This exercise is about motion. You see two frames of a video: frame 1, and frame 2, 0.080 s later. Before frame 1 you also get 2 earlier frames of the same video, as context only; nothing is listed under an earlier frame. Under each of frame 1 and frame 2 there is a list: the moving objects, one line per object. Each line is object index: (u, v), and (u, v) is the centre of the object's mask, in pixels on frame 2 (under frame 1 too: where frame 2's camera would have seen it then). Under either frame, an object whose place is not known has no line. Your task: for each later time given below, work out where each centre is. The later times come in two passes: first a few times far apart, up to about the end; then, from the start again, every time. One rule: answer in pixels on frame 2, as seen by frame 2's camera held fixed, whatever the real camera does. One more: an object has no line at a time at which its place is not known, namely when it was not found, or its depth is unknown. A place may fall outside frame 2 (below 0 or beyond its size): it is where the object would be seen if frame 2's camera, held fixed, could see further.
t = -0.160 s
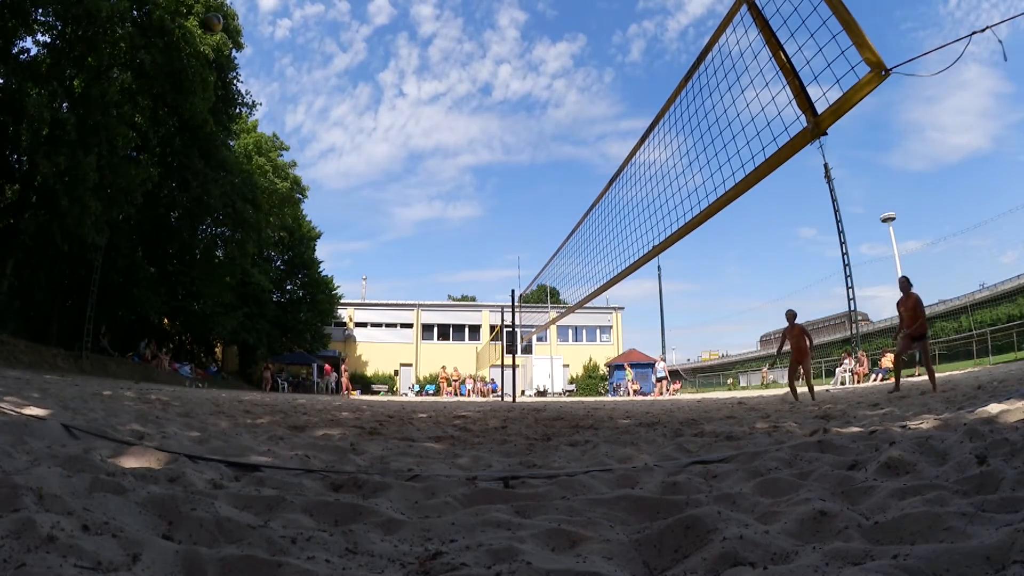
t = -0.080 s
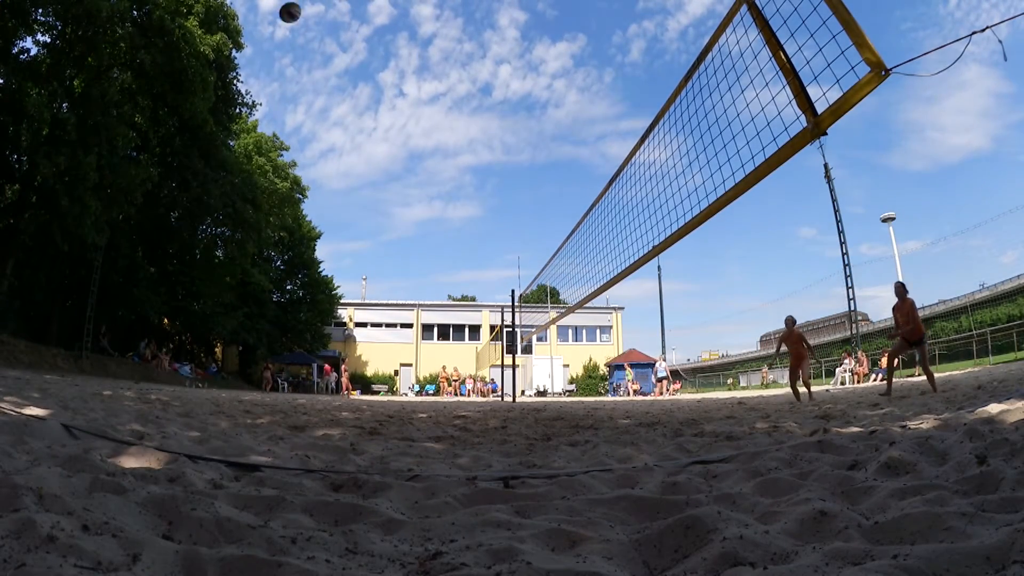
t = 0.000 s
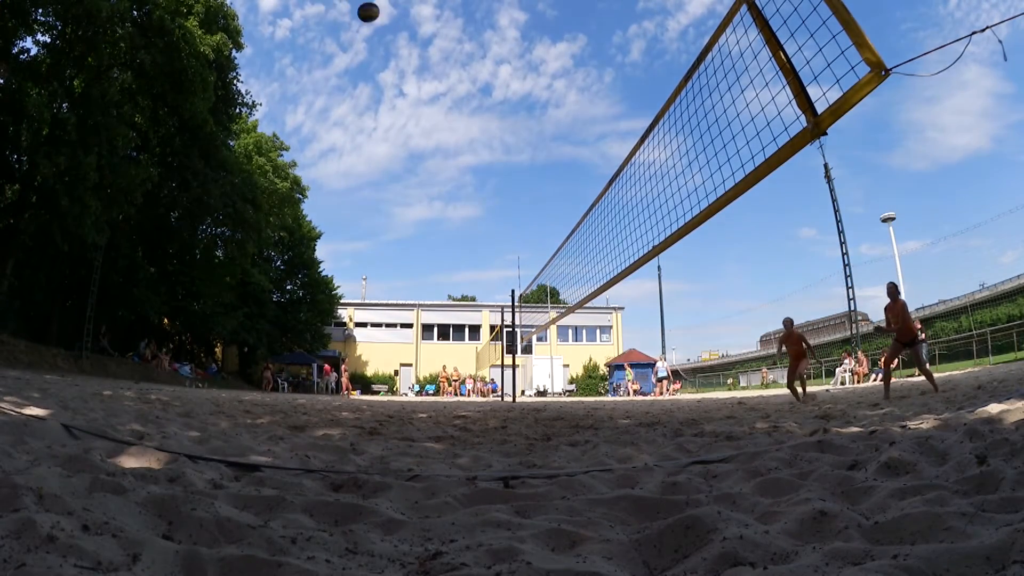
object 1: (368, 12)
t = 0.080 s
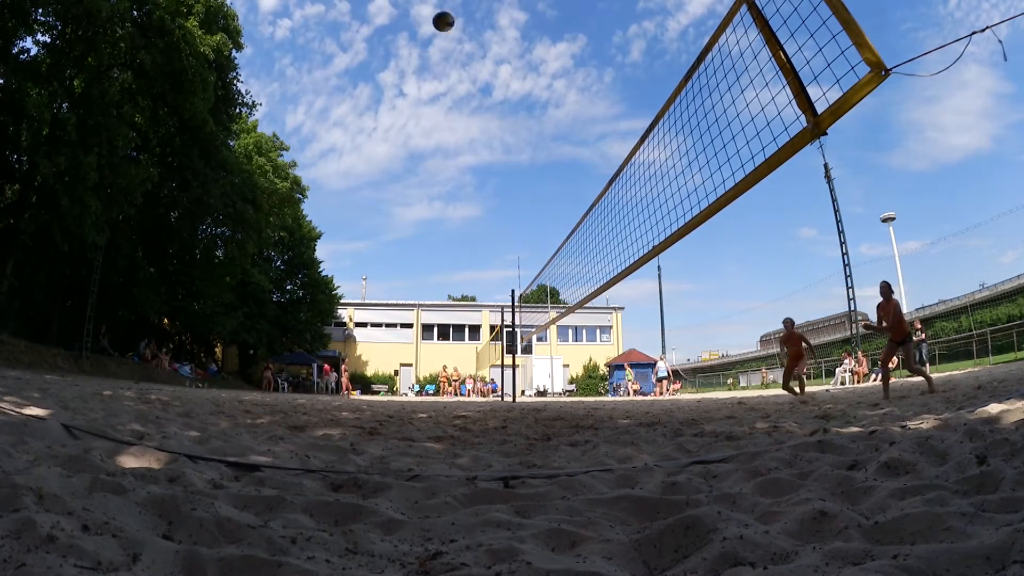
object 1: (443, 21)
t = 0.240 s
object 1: (578, 65)
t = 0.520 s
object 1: (753, 193)
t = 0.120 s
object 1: (479, 30)
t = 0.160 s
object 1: (514, 40)
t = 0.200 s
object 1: (547, 52)
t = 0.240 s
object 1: (578, 65)
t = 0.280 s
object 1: (608, 80)
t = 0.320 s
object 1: (636, 96)
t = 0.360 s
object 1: (662, 113)
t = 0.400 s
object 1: (687, 132)
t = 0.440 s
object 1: (710, 151)
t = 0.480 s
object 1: (731, 171)
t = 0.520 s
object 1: (753, 193)
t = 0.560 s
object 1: (770, 211)
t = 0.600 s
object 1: (787, 232)
